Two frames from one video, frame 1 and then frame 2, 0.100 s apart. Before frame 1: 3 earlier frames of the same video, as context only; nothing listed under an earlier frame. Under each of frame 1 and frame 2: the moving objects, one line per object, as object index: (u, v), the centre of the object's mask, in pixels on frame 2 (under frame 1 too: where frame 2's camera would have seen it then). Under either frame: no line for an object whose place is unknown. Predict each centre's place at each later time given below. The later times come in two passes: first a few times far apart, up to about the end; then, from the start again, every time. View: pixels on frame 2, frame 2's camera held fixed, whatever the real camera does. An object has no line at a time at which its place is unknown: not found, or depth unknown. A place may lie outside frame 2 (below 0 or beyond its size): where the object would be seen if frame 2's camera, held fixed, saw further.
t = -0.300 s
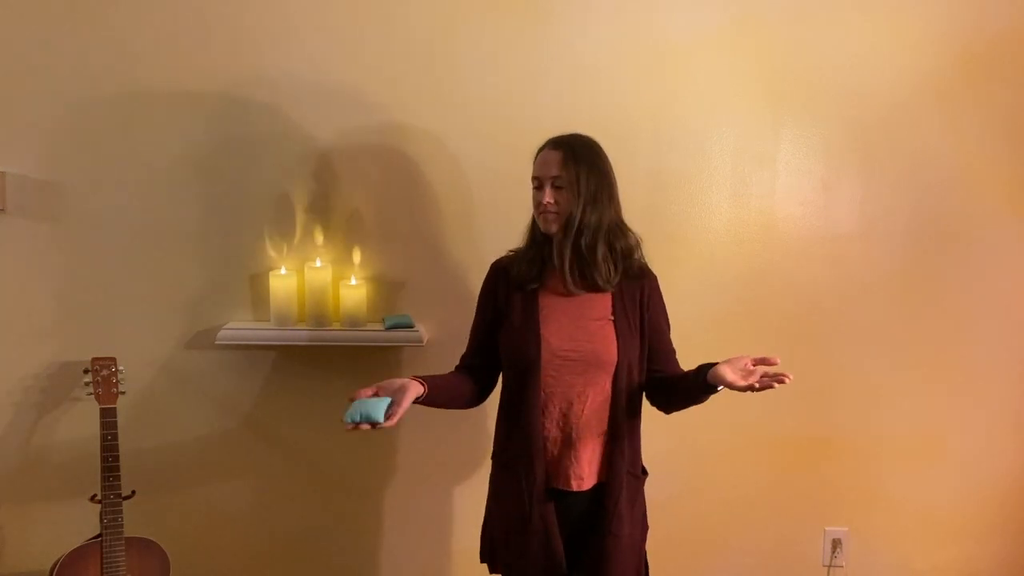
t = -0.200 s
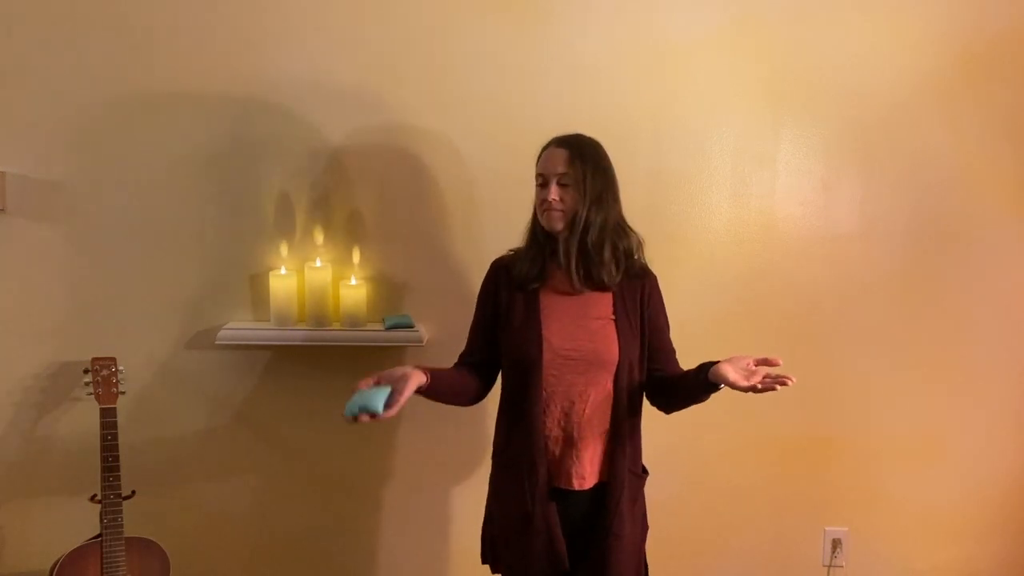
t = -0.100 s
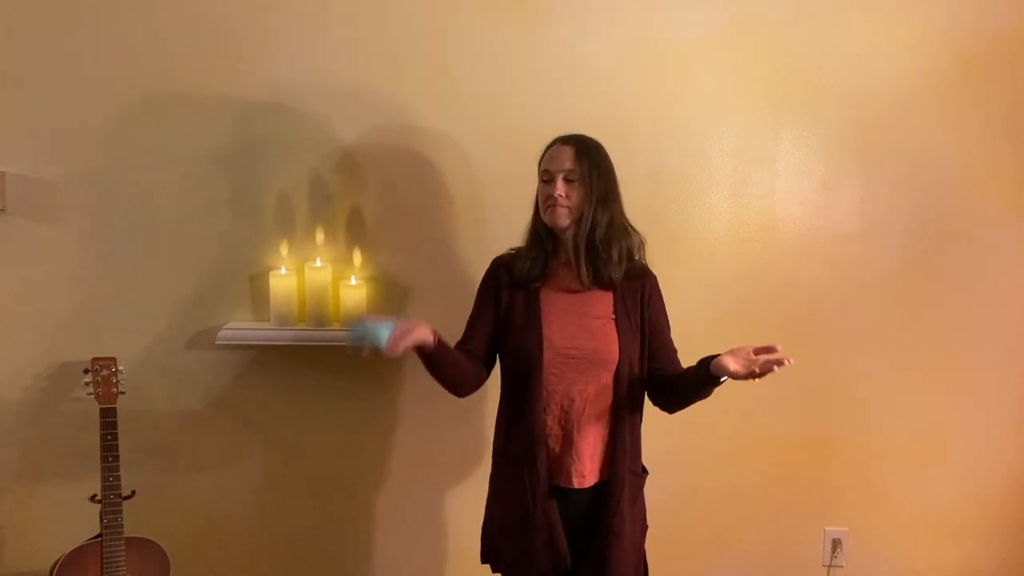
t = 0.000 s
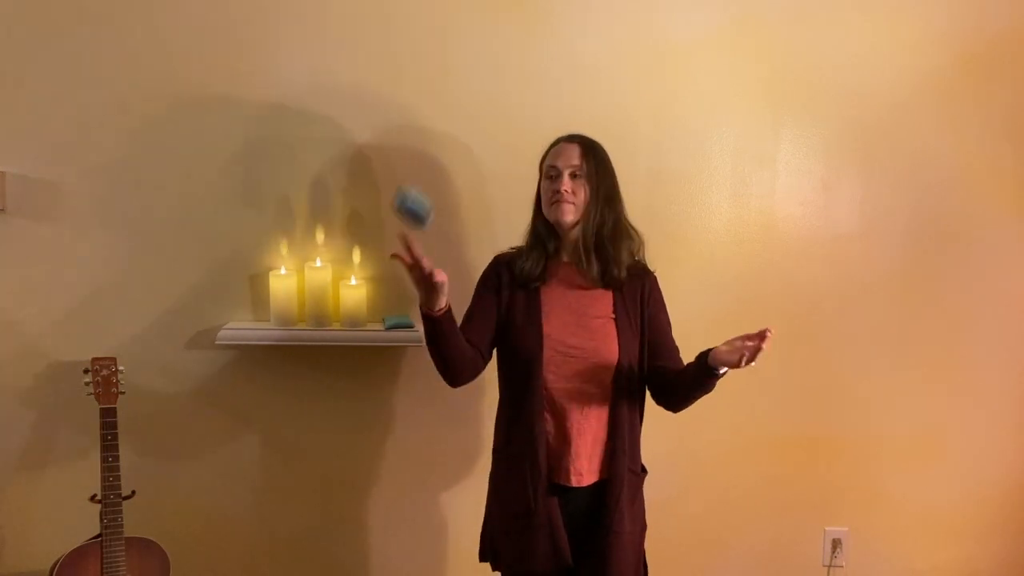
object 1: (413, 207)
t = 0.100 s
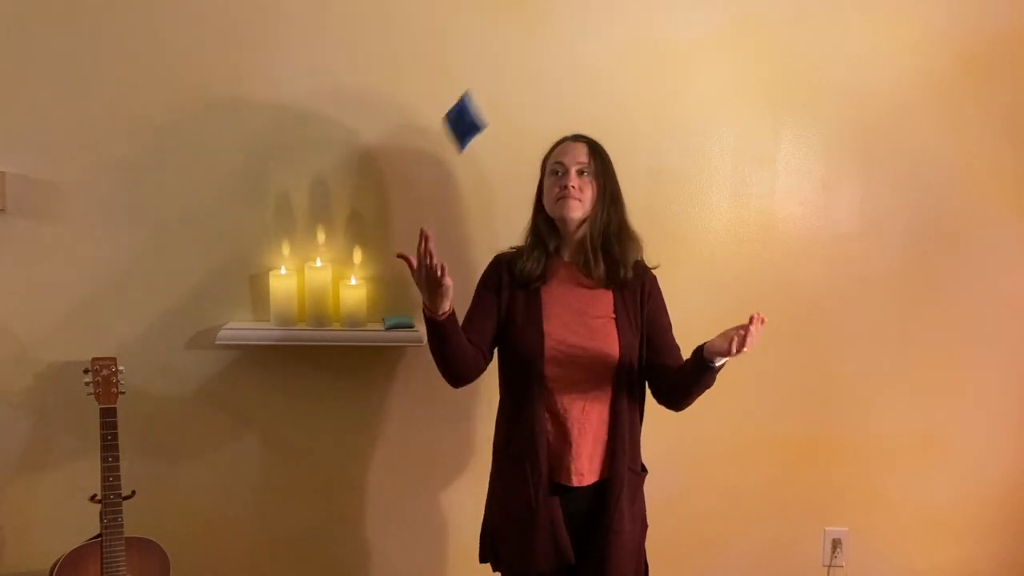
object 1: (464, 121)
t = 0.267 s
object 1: (554, 90)
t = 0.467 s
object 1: (667, 261)
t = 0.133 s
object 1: (481, 103)
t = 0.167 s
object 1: (499, 91)
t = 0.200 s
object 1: (518, 84)
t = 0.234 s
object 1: (536, 84)
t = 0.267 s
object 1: (554, 90)
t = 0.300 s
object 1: (573, 102)
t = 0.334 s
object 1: (591, 120)
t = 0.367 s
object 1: (610, 145)
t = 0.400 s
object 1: (629, 178)
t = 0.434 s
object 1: (648, 216)
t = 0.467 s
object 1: (667, 261)
